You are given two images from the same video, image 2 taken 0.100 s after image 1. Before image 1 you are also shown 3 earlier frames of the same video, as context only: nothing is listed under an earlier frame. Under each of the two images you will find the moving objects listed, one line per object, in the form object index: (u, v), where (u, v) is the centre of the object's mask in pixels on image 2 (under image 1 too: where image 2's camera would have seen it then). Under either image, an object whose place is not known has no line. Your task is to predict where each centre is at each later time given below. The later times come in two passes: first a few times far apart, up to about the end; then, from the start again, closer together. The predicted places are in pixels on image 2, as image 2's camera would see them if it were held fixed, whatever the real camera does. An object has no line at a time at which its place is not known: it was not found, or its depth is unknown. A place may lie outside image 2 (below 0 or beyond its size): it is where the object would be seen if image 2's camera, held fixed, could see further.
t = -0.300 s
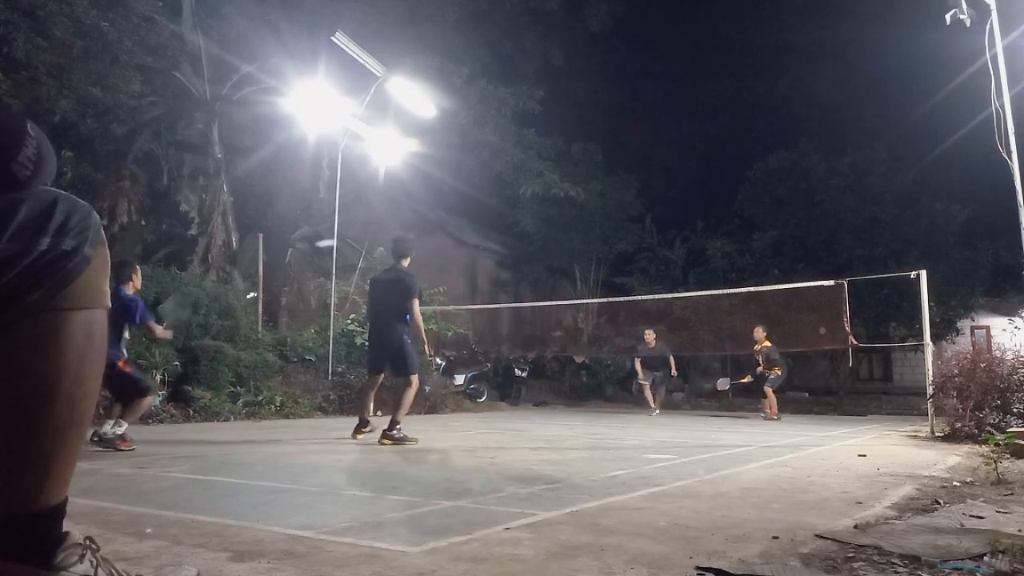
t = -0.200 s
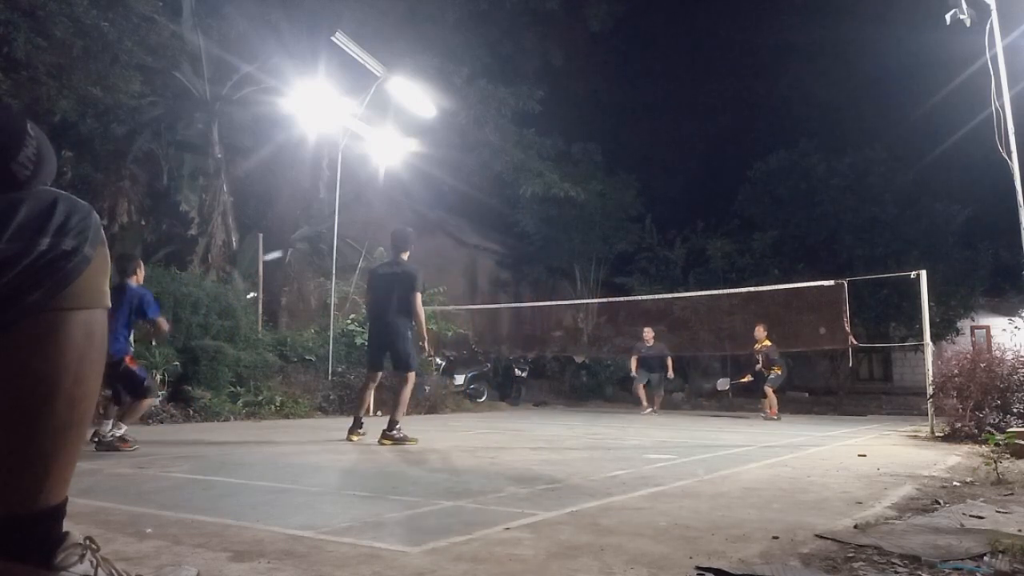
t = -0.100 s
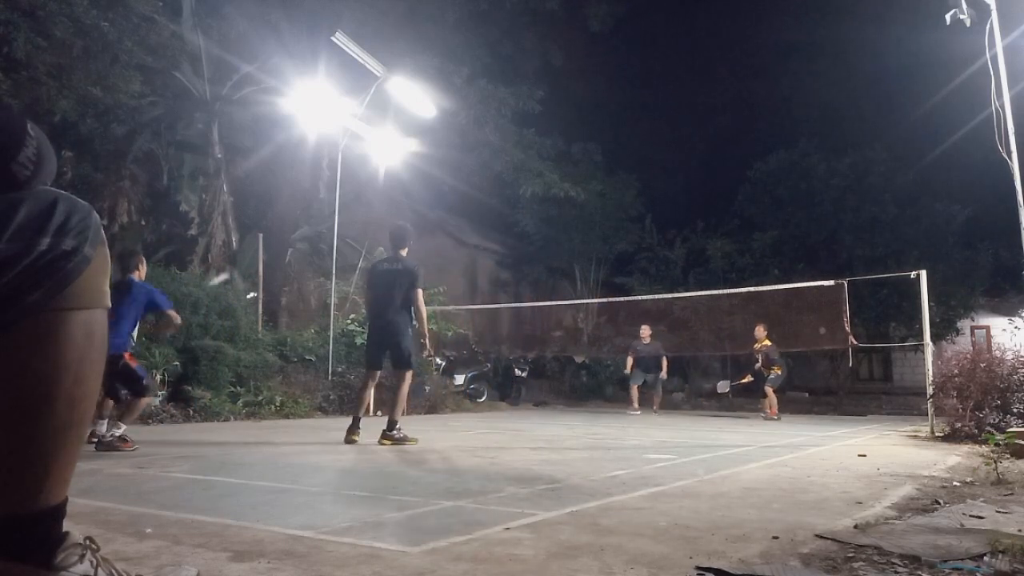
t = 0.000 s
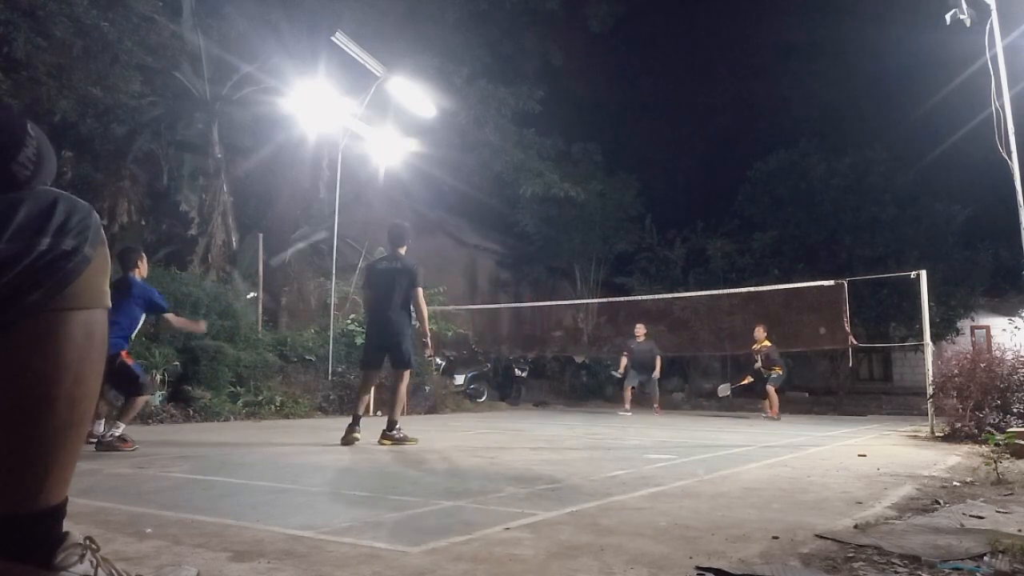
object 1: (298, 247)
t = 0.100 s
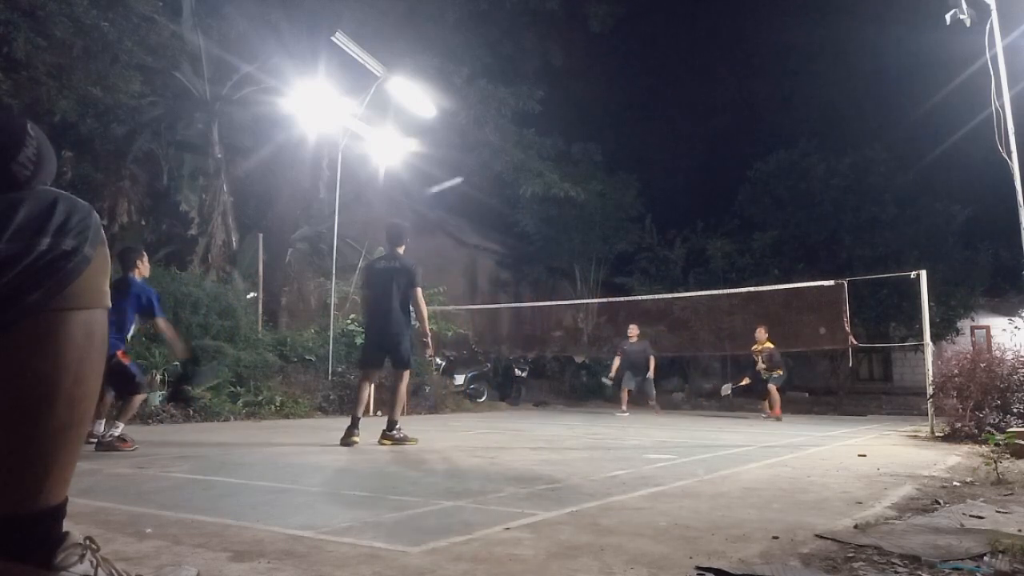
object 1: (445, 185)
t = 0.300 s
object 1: (599, 139)
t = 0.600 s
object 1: (724, 148)
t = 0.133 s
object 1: (479, 173)
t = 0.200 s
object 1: (535, 154)
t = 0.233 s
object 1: (559, 148)
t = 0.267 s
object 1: (580, 142)
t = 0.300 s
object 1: (599, 139)
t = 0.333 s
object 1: (618, 136)
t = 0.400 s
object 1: (649, 134)
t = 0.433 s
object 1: (664, 135)
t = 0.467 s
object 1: (677, 136)
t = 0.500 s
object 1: (690, 138)
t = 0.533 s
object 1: (702, 141)
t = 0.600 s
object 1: (724, 148)
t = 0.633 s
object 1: (734, 153)
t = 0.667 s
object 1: (744, 158)
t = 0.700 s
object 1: (753, 165)
